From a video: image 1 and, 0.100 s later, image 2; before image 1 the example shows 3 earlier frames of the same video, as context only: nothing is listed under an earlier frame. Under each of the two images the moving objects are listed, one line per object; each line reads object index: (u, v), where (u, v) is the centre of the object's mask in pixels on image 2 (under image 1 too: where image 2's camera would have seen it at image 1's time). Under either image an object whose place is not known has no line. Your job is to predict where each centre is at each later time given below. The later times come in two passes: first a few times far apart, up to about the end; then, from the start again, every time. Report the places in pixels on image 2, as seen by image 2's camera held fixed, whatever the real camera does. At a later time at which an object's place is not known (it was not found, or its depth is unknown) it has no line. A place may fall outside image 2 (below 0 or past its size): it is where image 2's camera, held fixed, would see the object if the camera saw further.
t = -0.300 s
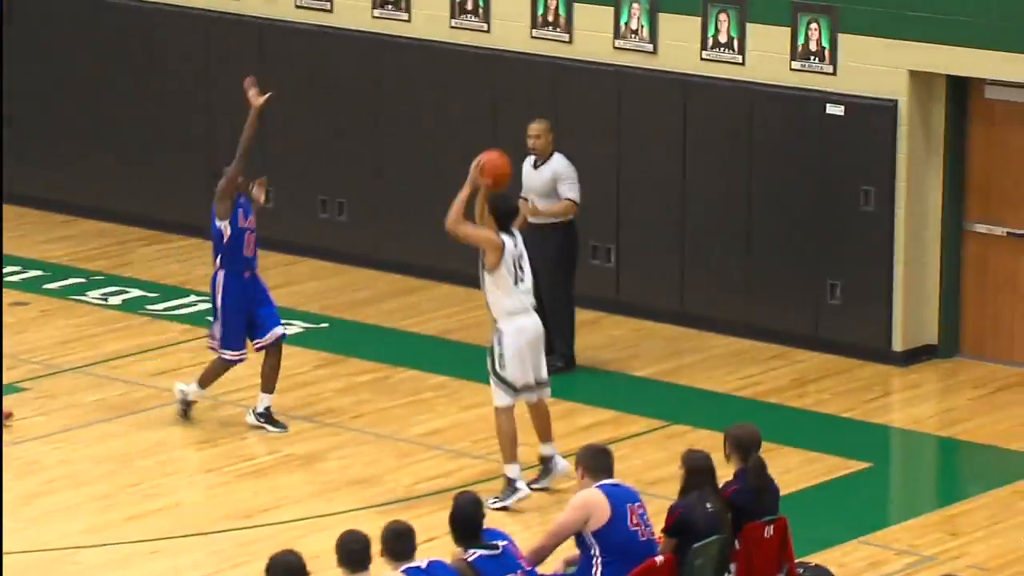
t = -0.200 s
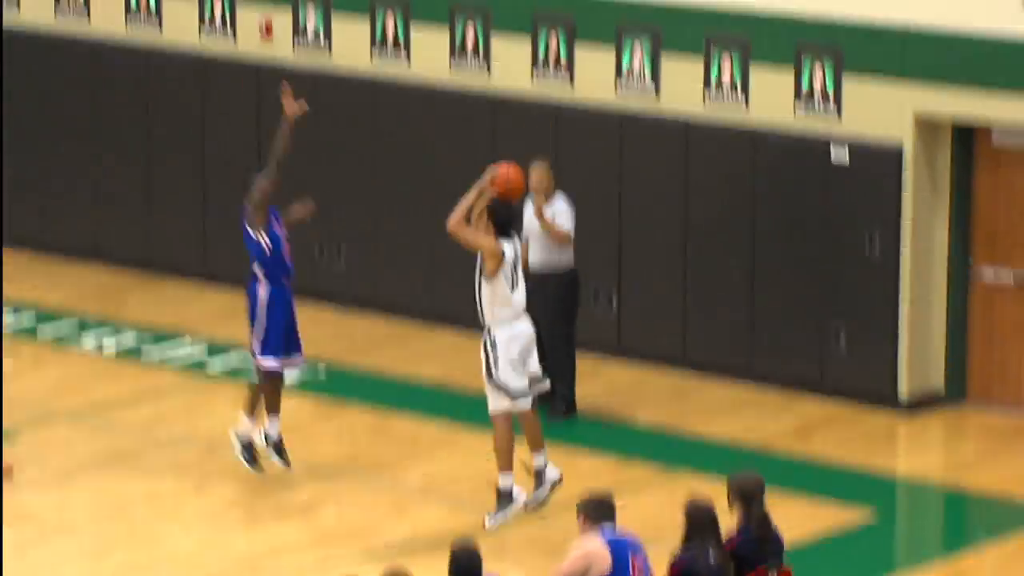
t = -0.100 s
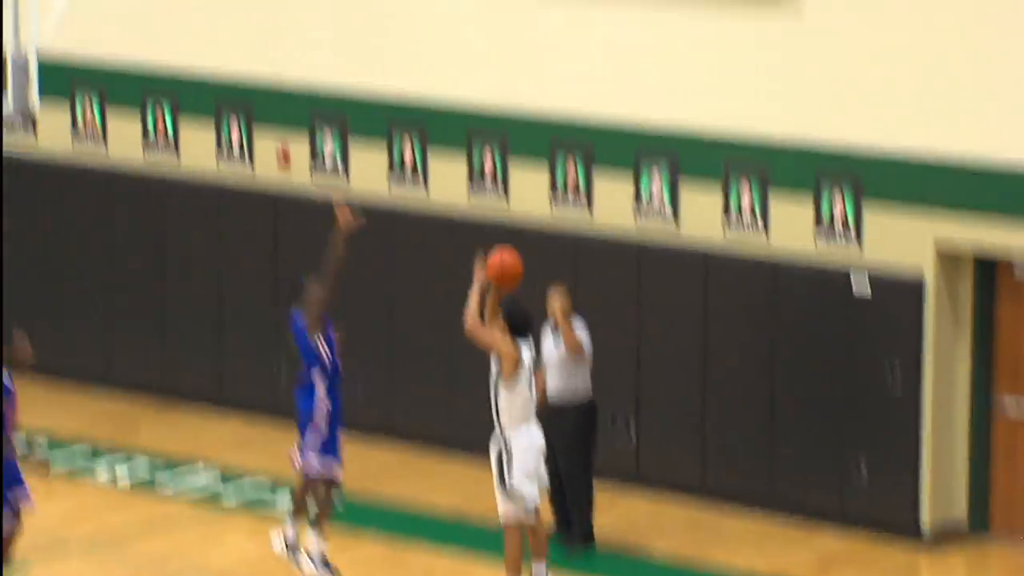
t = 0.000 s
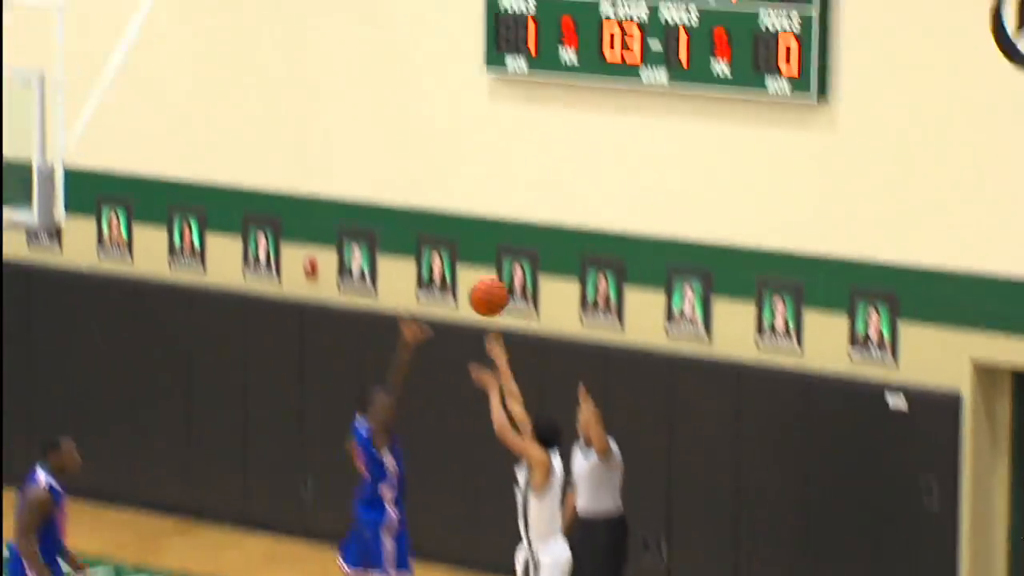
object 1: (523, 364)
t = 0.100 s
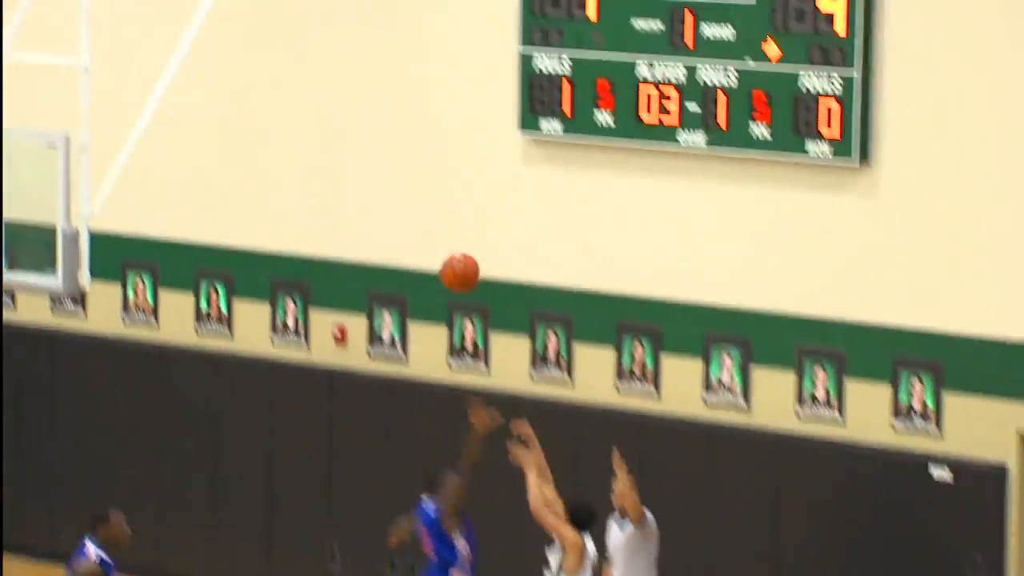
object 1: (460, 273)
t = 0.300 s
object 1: (341, 145)
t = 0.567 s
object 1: (194, 79)
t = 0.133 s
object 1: (440, 246)
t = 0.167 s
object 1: (420, 222)
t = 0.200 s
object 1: (400, 200)
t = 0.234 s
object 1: (380, 180)
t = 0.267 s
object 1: (361, 162)
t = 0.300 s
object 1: (341, 145)
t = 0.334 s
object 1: (322, 130)
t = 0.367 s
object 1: (303, 118)
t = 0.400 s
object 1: (284, 107)
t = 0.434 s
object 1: (265, 98)
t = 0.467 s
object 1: (247, 90)
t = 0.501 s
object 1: (229, 85)
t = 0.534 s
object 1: (211, 81)
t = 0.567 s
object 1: (194, 79)
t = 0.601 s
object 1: (176, 79)
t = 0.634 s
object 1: (159, 80)
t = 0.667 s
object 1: (142, 83)
